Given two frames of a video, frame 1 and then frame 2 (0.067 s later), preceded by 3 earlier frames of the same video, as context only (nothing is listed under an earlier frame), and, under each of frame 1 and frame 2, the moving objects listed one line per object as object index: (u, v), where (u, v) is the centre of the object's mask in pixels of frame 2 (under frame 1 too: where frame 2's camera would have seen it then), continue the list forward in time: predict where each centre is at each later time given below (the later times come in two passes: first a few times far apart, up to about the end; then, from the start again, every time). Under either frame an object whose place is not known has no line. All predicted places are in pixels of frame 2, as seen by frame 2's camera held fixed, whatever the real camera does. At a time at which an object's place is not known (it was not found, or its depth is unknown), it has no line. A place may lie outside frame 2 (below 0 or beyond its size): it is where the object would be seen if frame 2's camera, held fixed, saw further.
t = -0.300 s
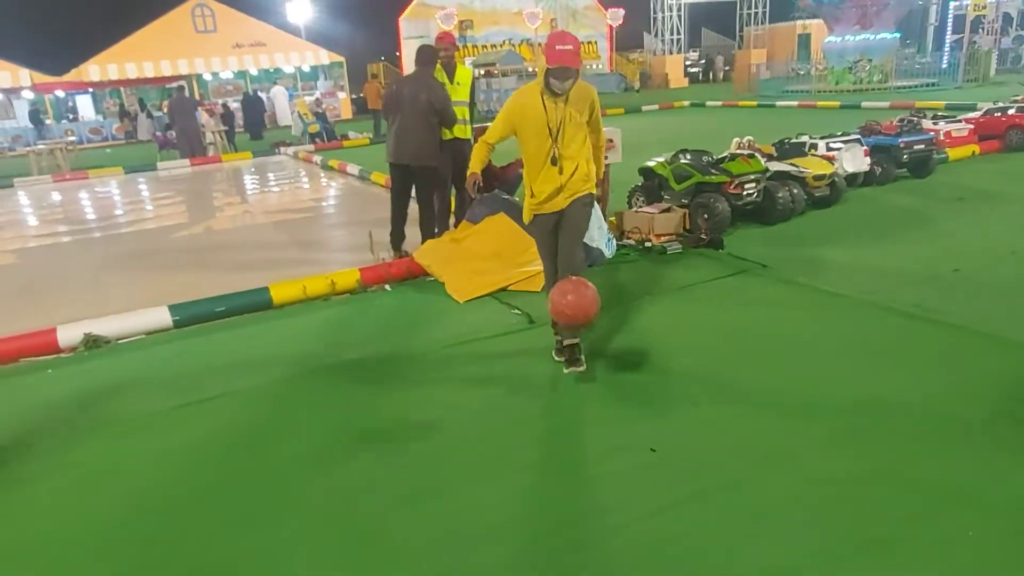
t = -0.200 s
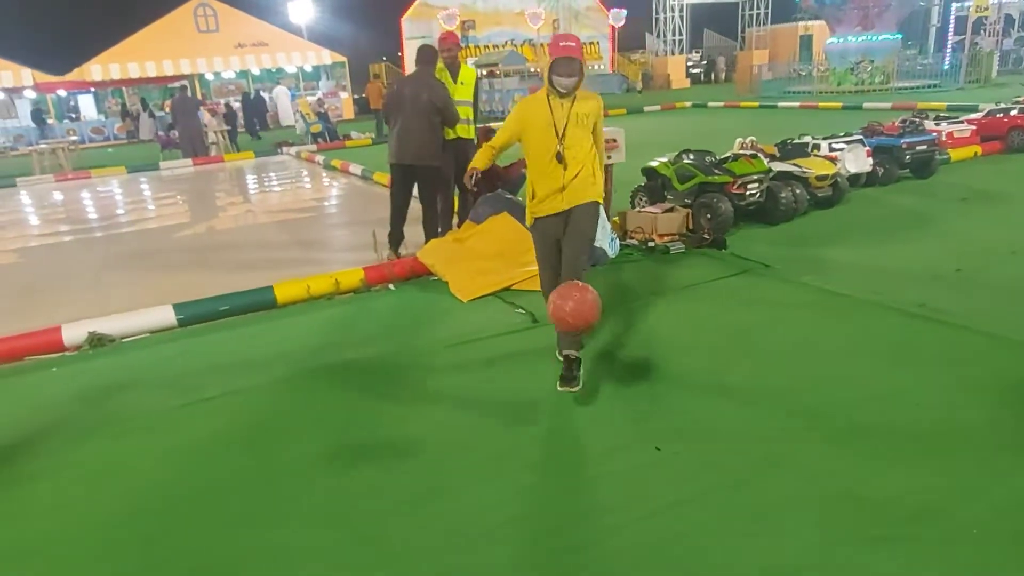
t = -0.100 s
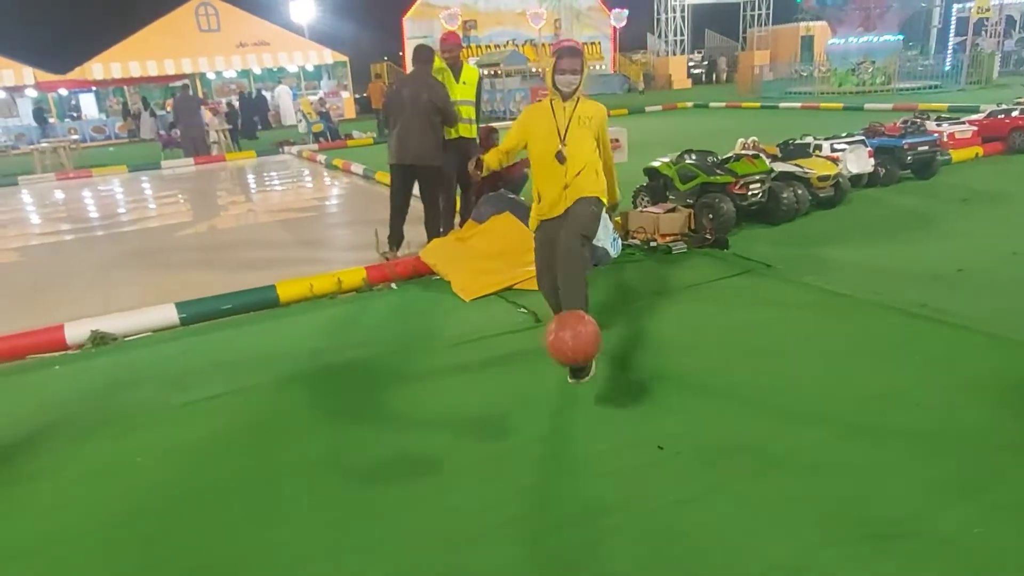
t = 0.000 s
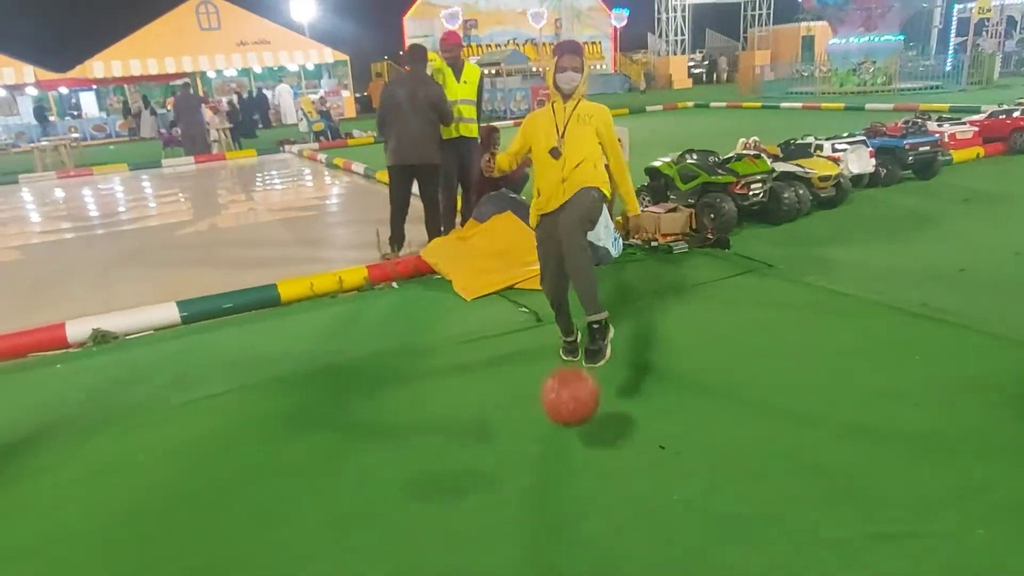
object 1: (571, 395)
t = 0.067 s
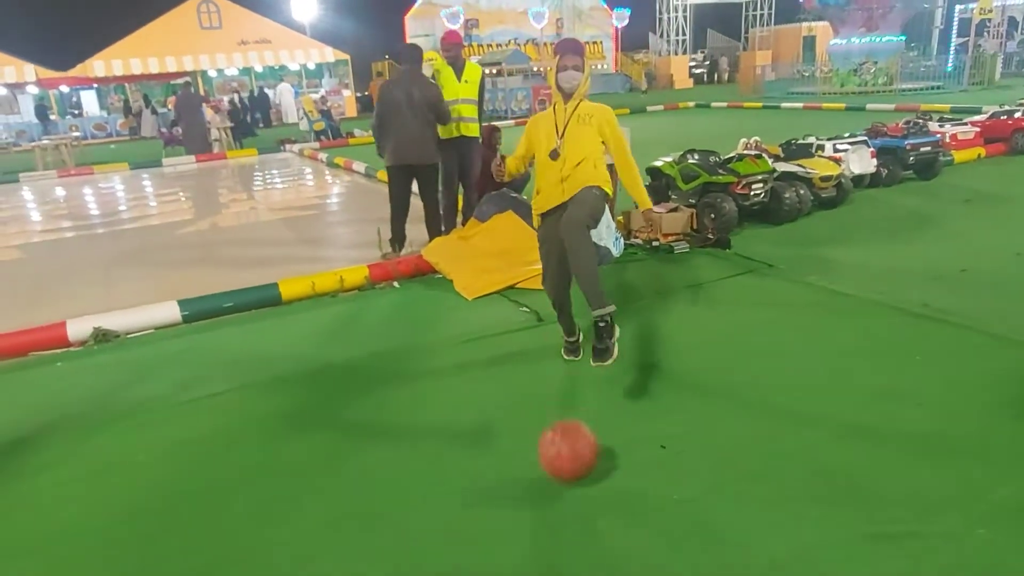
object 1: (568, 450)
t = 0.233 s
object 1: (561, 423)
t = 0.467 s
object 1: (549, 462)
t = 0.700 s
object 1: (531, 534)
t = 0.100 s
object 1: (566, 463)
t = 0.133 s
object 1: (564, 449)
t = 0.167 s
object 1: (563, 438)
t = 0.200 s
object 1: (562, 429)
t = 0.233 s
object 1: (561, 423)
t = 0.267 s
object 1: (559, 419)
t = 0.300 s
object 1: (558, 418)
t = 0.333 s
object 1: (556, 420)
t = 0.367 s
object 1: (554, 425)
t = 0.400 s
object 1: (553, 434)
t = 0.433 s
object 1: (551, 446)
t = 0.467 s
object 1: (549, 462)
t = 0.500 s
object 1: (547, 481)
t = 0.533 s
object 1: (546, 503)
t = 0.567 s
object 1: (545, 529)
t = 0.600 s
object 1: (543, 553)
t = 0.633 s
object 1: (539, 550)
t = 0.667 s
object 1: (536, 541)
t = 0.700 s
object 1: (531, 534)
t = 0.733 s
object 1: (526, 531)
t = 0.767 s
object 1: (521, 530)
